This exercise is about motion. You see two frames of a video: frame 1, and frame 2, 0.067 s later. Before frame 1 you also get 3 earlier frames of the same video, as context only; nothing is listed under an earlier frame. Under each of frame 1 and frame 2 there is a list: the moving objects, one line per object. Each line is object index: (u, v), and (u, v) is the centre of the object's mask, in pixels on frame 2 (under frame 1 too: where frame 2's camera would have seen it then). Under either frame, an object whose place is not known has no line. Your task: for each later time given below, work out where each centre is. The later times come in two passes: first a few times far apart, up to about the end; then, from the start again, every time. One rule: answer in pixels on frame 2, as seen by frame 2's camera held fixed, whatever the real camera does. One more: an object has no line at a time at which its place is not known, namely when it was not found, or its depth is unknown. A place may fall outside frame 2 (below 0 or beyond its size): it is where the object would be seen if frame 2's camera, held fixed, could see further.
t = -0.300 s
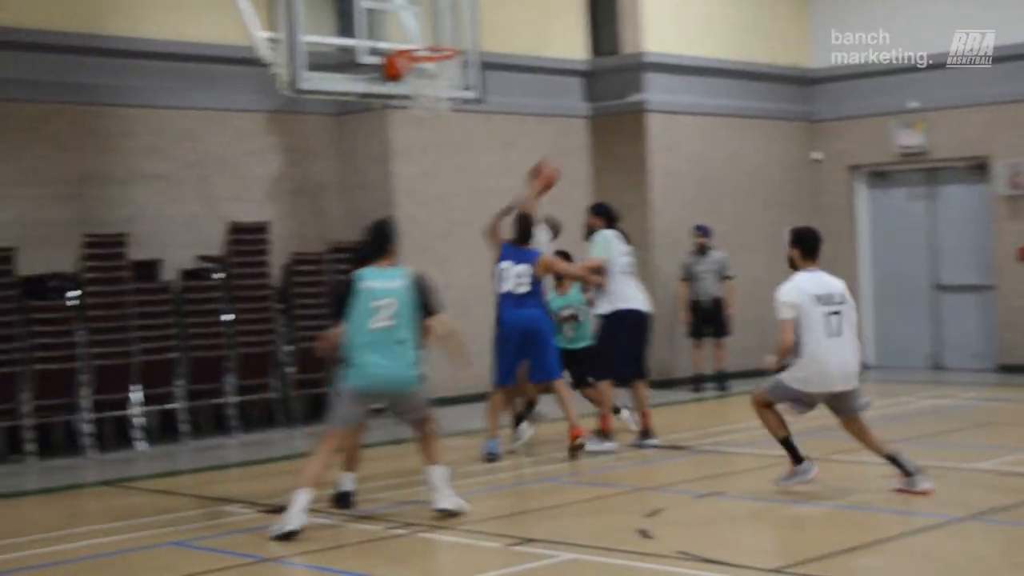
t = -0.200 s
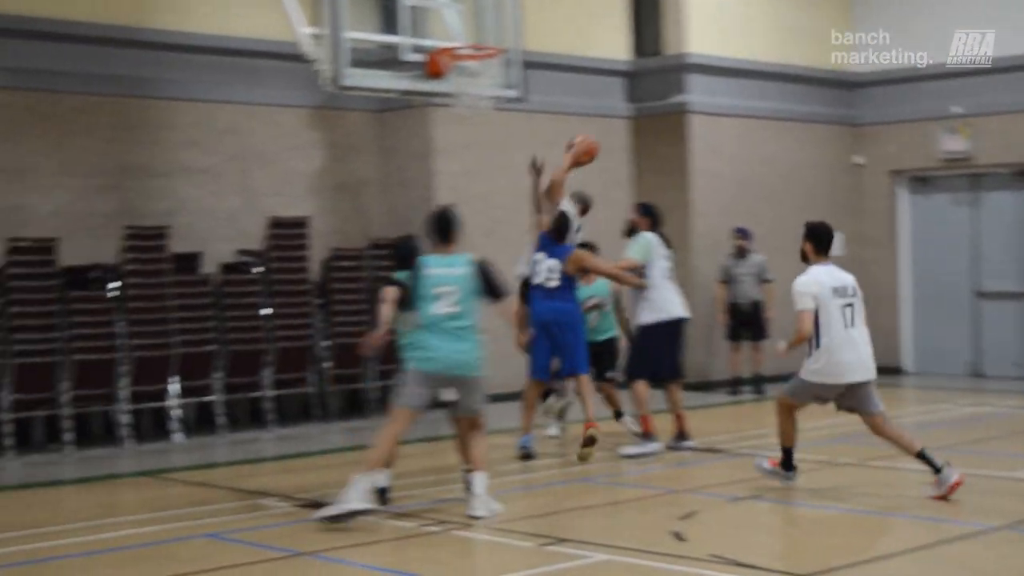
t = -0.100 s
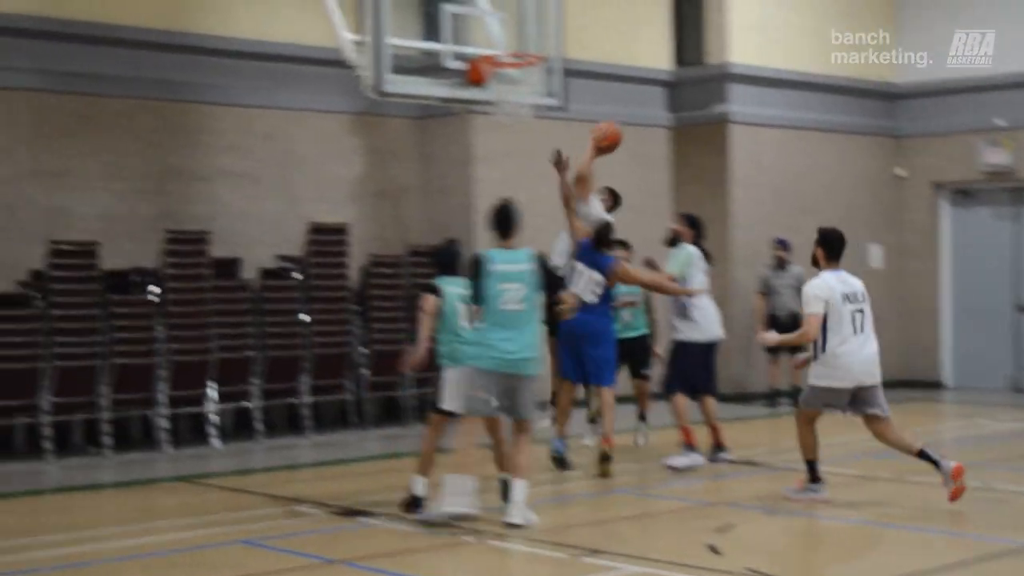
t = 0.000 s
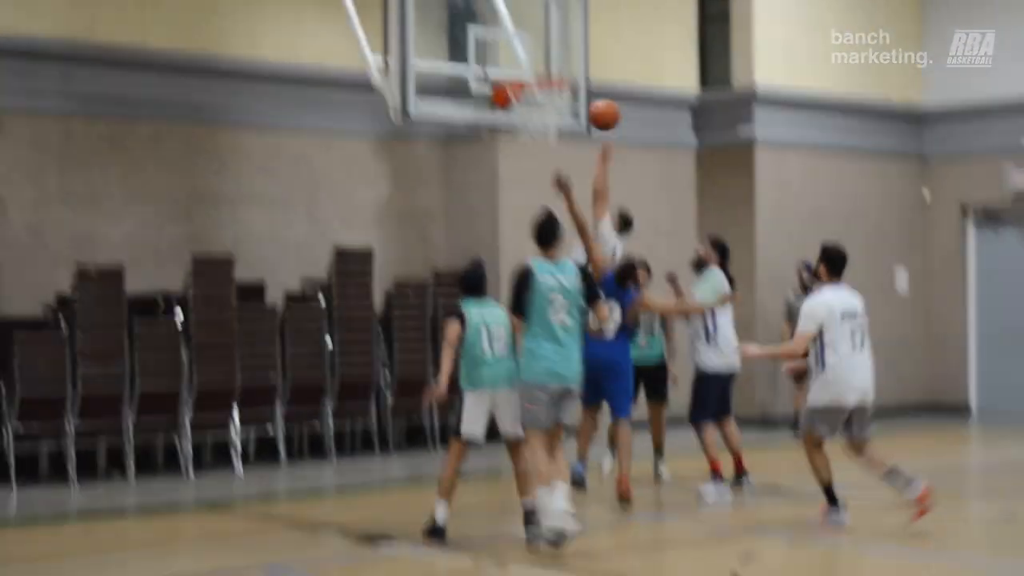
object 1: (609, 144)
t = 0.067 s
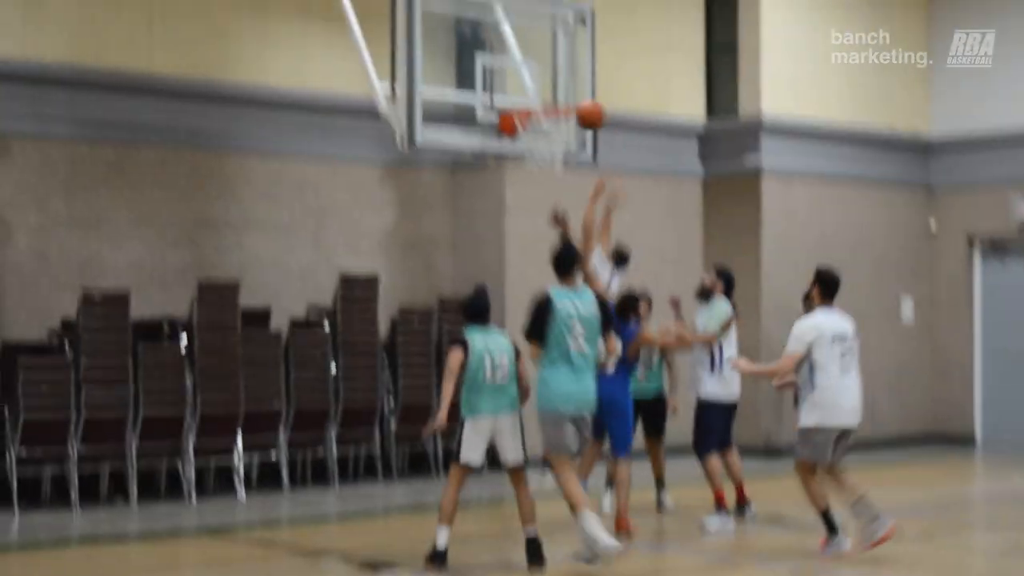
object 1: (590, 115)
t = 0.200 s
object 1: (563, 79)
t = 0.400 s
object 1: (567, 80)
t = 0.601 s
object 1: (551, 95)
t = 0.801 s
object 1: (529, 136)
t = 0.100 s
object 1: (580, 101)
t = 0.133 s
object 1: (569, 91)
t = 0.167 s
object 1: (563, 84)
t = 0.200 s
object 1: (563, 79)
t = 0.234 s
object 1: (564, 75)
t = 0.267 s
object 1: (564, 73)
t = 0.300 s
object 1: (565, 73)
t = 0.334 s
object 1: (566, 74)
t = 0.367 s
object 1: (567, 76)
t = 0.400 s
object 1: (567, 80)
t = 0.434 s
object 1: (568, 85)
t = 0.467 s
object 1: (569, 92)
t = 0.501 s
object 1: (567, 95)
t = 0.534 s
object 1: (561, 94)
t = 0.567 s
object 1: (556, 94)
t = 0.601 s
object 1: (551, 95)
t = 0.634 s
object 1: (545, 97)
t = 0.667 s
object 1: (539, 107)
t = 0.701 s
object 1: (533, 120)
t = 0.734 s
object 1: (533, 124)
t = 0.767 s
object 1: (532, 131)
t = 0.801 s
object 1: (529, 136)
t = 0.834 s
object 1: (530, 145)
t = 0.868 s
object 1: (532, 156)
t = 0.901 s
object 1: (533, 173)
